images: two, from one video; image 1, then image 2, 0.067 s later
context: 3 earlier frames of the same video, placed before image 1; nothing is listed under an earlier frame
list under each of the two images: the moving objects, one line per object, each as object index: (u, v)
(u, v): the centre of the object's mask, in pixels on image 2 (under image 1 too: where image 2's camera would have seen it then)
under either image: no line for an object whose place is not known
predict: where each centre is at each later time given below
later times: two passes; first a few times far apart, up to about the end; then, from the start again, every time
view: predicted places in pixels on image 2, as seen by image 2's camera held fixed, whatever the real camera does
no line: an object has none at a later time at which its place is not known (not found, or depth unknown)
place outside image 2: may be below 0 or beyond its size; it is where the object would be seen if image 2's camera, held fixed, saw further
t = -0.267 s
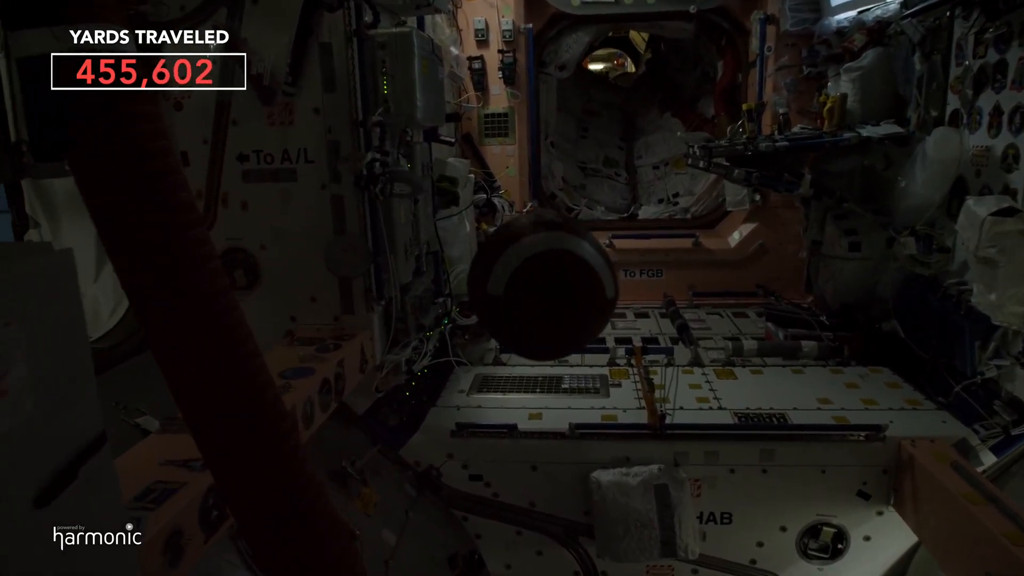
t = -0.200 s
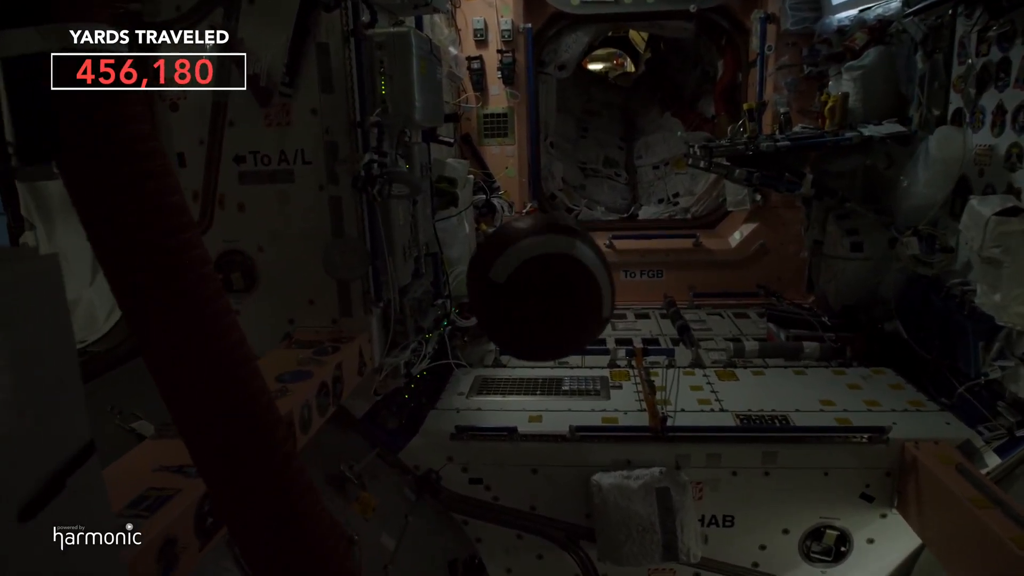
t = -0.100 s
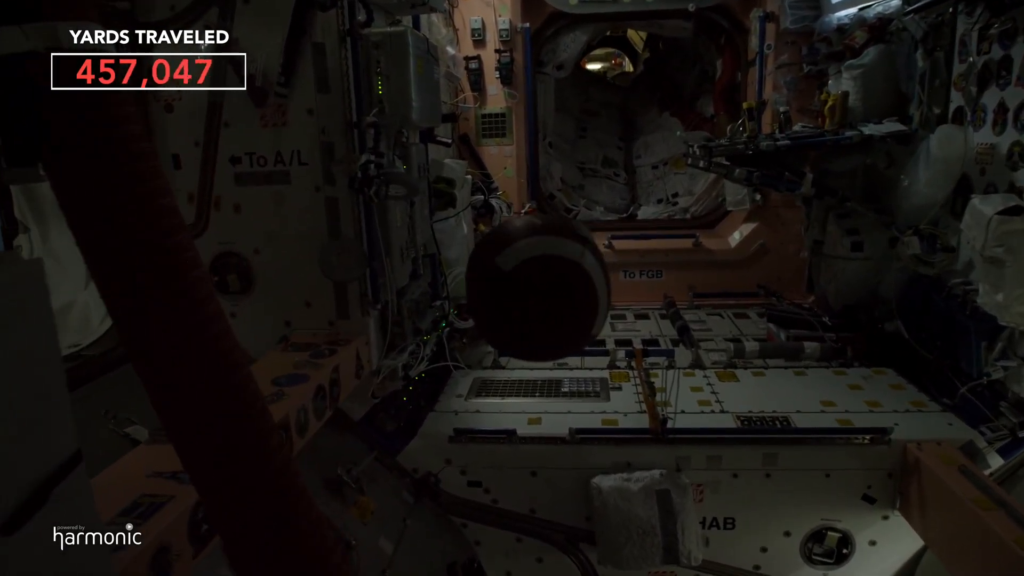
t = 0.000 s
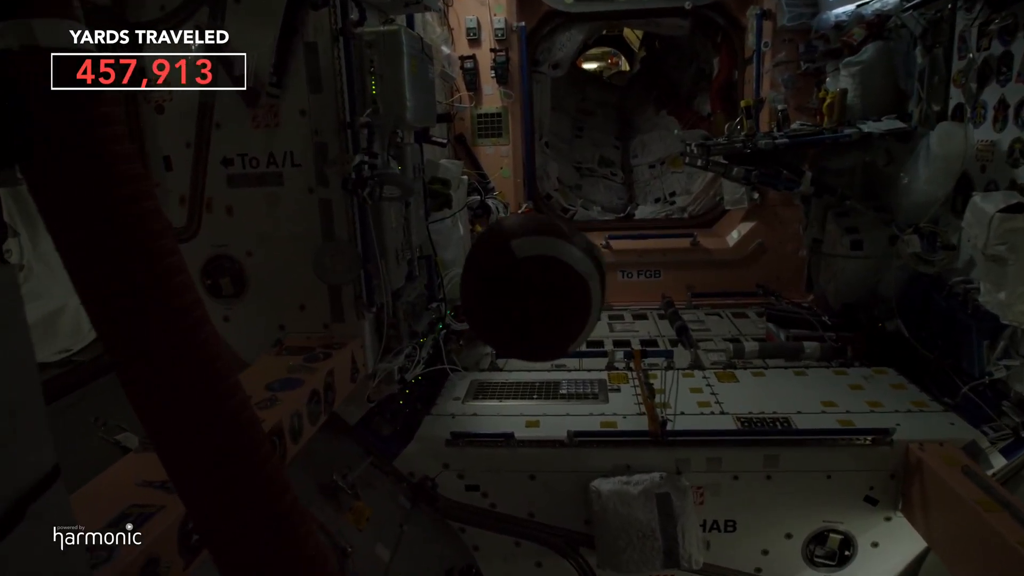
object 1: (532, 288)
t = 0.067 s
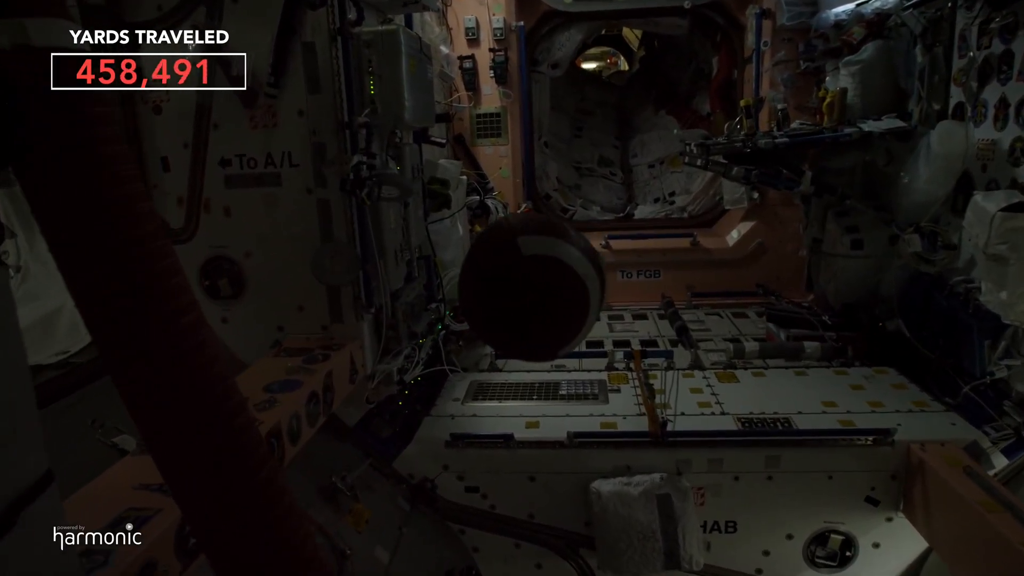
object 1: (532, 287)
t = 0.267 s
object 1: (530, 282)
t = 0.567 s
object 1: (532, 276)
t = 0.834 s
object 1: (534, 273)
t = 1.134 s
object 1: (534, 273)
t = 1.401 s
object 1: (531, 272)
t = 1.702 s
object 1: (529, 265)
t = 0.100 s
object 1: (531, 286)
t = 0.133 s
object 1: (531, 285)
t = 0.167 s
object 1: (530, 284)
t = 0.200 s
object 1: (530, 284)
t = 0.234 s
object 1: (530, 283)
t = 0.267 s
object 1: (530, 282)
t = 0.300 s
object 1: (530, 281)
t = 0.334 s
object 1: (530, 280)
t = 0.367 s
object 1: (530, 280)
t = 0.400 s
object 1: (531, 279)
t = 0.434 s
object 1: (531, 278)
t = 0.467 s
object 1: (531, 278)
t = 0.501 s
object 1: (531, 277)
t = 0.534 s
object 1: (531, 277)
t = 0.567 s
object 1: (532, 276)
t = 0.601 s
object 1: (532, 276)
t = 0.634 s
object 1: (532, 276)
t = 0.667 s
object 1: (533, 275)
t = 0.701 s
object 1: (533, 275)
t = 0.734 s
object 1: (533, 275)
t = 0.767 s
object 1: (534, 274)
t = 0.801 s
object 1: (534, 273)
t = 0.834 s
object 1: (534, 273)
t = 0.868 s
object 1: (534, 273)
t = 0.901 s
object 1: (534, 273)
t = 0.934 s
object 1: (534, 273)
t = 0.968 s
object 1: (534, 273)
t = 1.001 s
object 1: (534, 273)
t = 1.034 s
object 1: (534, 273)
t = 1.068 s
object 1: (534, 272)
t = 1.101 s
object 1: (534, 273)
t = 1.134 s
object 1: (534, 273)
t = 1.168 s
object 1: (534, 272)
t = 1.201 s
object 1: (534, 272)
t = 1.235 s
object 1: (534, 272)
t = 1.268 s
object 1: (533, 272)
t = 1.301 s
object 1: (532, 272)
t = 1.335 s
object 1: (531, 272)
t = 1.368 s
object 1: (531, 272)
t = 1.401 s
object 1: (531, 272)
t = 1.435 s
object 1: (530, 272)
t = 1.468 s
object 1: (530, 271)
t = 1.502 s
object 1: (529, 271)
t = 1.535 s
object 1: (529, 271)
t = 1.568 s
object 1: (530, 267)
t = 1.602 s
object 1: (530, 266)
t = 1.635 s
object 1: (529, 265)
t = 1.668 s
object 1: (529, 265)
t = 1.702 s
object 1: (529, 265)
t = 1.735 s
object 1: (529, 264)
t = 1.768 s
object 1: (528, 263)
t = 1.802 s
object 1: (528, 262)
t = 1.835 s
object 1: (528, 262)
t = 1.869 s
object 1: (528, 262)
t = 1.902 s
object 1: (528, 261)
